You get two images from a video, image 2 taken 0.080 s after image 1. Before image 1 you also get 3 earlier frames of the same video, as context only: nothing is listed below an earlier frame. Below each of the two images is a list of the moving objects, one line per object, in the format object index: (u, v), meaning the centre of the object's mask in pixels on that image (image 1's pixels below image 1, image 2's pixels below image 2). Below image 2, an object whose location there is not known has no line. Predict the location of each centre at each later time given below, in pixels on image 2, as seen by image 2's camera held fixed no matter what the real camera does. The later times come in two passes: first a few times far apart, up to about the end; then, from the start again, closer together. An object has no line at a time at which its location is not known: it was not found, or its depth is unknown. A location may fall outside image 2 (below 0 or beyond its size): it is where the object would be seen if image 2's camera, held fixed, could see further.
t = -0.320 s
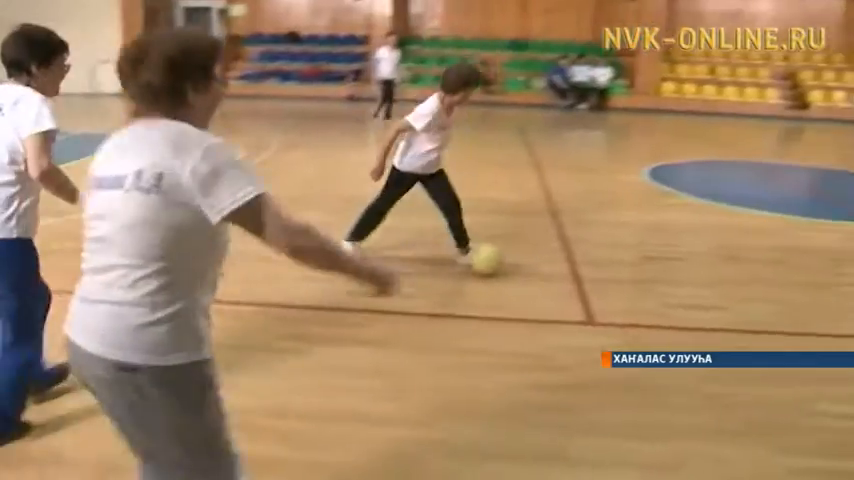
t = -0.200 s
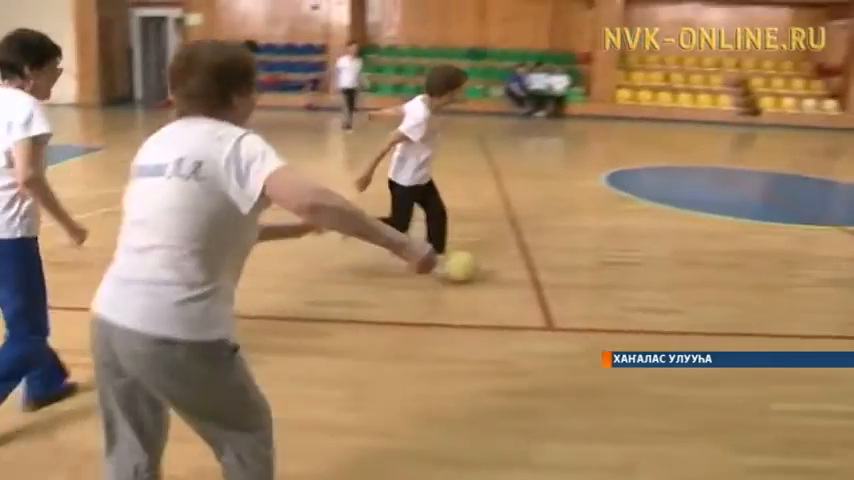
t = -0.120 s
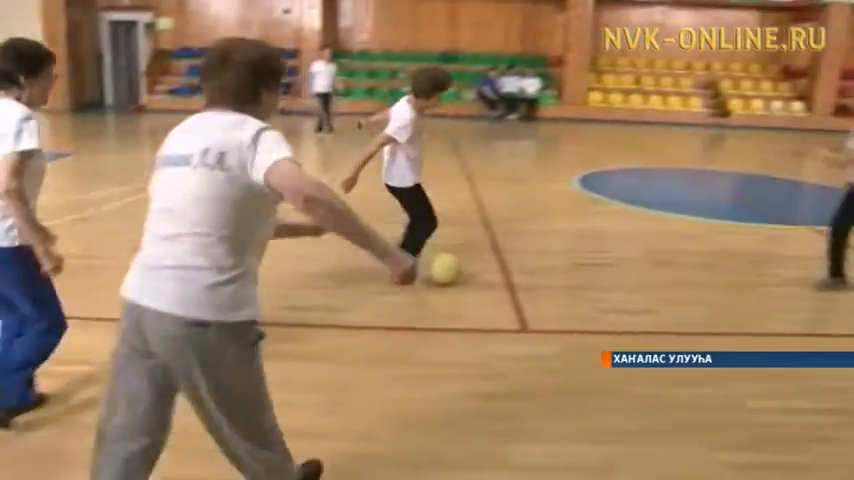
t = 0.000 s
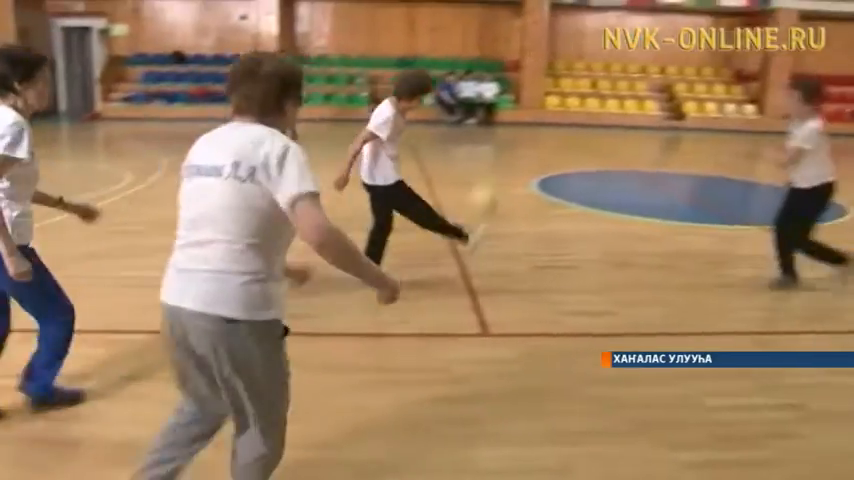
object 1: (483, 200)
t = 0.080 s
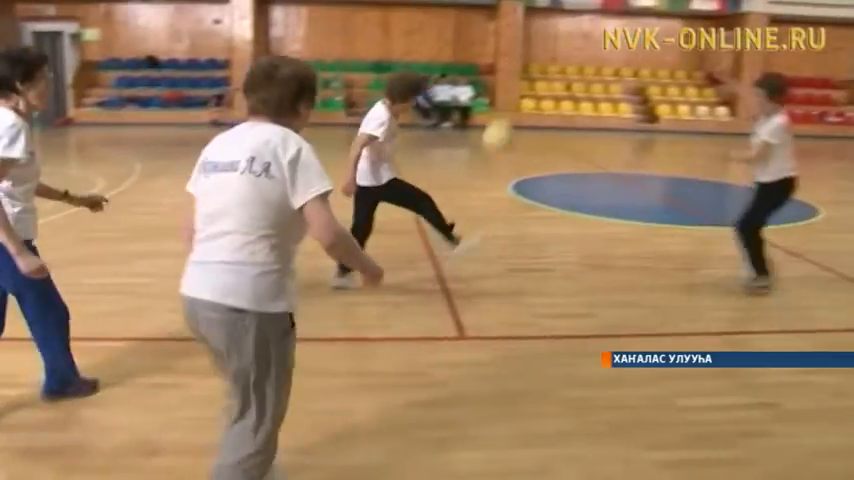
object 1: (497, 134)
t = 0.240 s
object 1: (571, 30)
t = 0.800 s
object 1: (755, 1)
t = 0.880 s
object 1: (772, 29)
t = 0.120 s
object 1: (515, 104)
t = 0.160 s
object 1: (534, 78)
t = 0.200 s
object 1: (552, 54)
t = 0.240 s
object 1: (571, 30)
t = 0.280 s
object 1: (588, 16)
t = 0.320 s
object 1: (605, 1)
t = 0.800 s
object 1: (755, 1)
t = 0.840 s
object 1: (762, 14)
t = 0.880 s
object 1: (772, 29)
